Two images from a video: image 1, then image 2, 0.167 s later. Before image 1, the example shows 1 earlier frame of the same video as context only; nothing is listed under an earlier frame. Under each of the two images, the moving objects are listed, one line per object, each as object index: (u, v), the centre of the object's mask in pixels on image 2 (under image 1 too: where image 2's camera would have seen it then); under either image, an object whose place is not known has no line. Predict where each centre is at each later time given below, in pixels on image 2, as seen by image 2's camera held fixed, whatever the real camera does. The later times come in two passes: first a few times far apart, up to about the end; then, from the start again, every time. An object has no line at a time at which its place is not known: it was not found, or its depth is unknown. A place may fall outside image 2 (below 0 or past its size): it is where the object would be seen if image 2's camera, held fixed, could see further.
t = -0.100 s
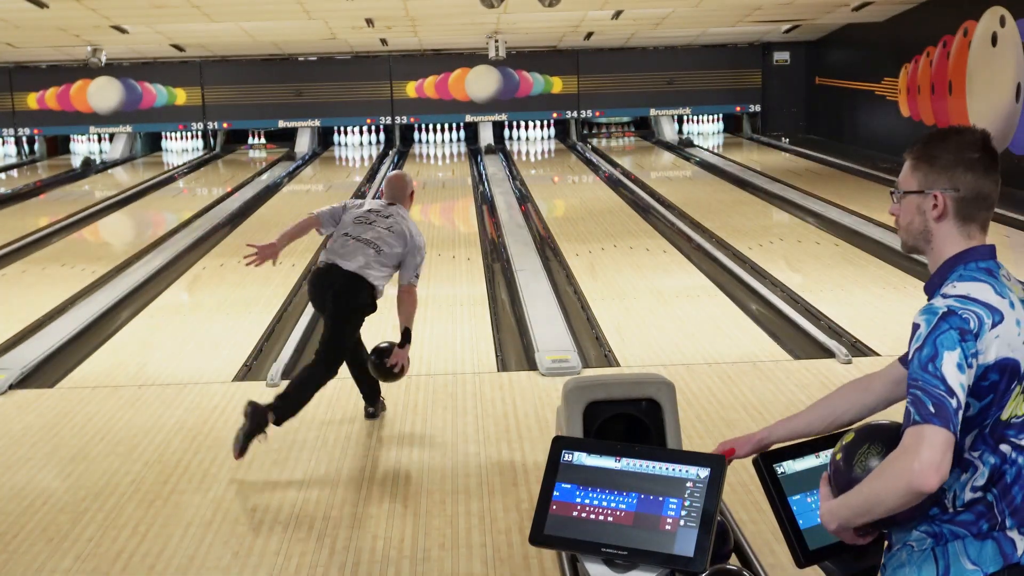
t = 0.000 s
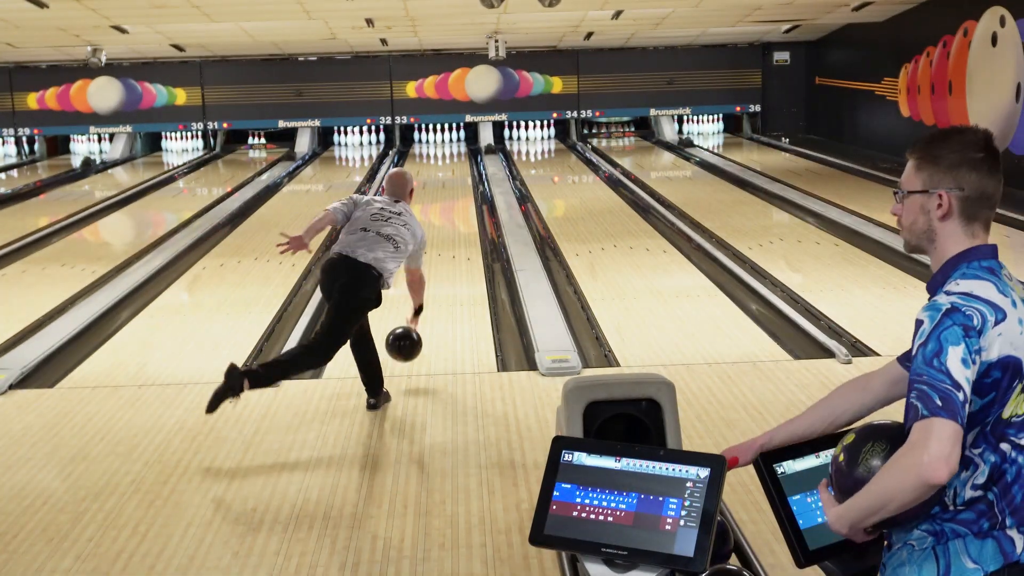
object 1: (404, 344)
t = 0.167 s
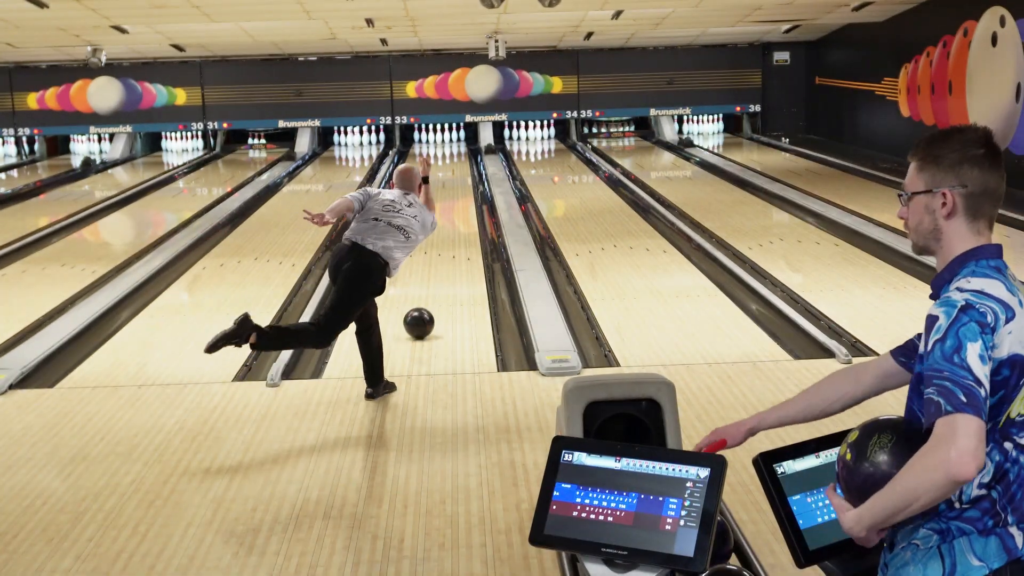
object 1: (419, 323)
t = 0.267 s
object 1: (425, 298)
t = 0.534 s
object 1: (437, 253)
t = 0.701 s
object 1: (441, 232)
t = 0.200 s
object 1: (421, 312)
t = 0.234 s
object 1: (423, 304)
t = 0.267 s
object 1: (425, 298)
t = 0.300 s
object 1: (427, 292)
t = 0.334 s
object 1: (428, 286)
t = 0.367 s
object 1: (430, 279)
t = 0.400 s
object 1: (431, 273)
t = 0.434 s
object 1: (433, 268)
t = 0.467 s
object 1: (434, 262)
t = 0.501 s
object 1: (436, 257)
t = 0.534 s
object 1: (437, 253)
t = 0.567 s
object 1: (438, 248)
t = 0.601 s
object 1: (439, 244)
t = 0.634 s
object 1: (440, 239)
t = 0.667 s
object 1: (441, 235)
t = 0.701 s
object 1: (441, 232)
